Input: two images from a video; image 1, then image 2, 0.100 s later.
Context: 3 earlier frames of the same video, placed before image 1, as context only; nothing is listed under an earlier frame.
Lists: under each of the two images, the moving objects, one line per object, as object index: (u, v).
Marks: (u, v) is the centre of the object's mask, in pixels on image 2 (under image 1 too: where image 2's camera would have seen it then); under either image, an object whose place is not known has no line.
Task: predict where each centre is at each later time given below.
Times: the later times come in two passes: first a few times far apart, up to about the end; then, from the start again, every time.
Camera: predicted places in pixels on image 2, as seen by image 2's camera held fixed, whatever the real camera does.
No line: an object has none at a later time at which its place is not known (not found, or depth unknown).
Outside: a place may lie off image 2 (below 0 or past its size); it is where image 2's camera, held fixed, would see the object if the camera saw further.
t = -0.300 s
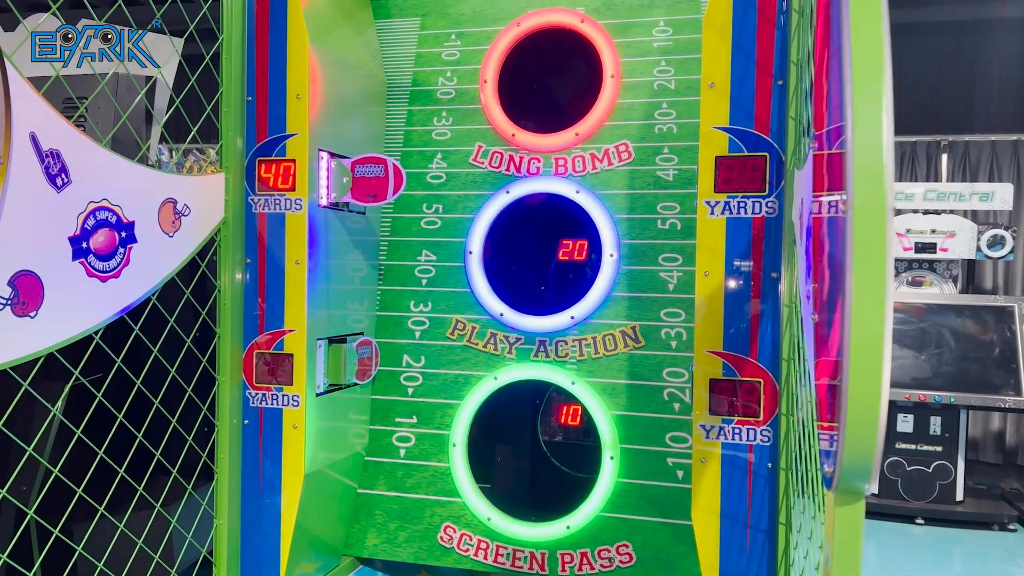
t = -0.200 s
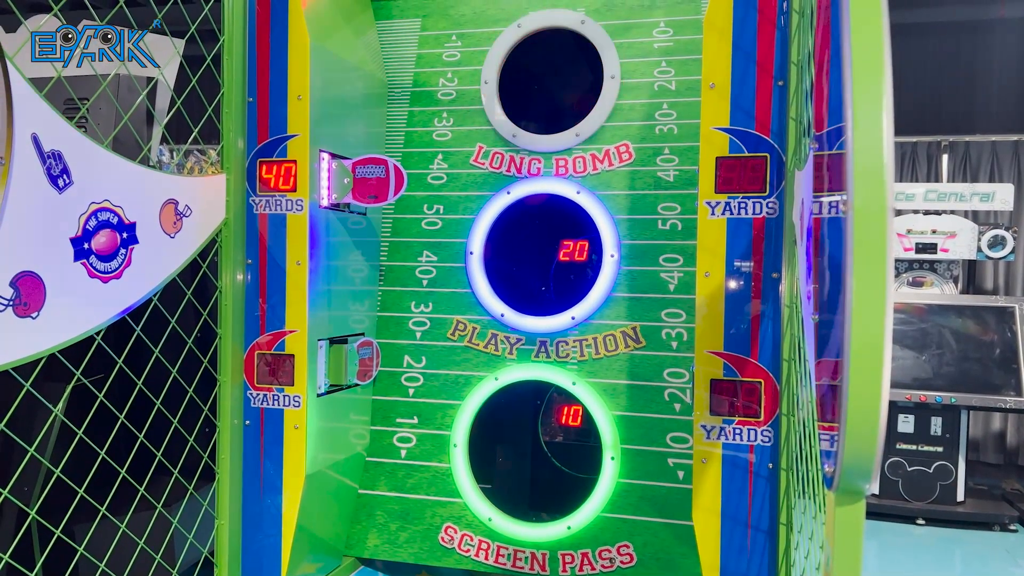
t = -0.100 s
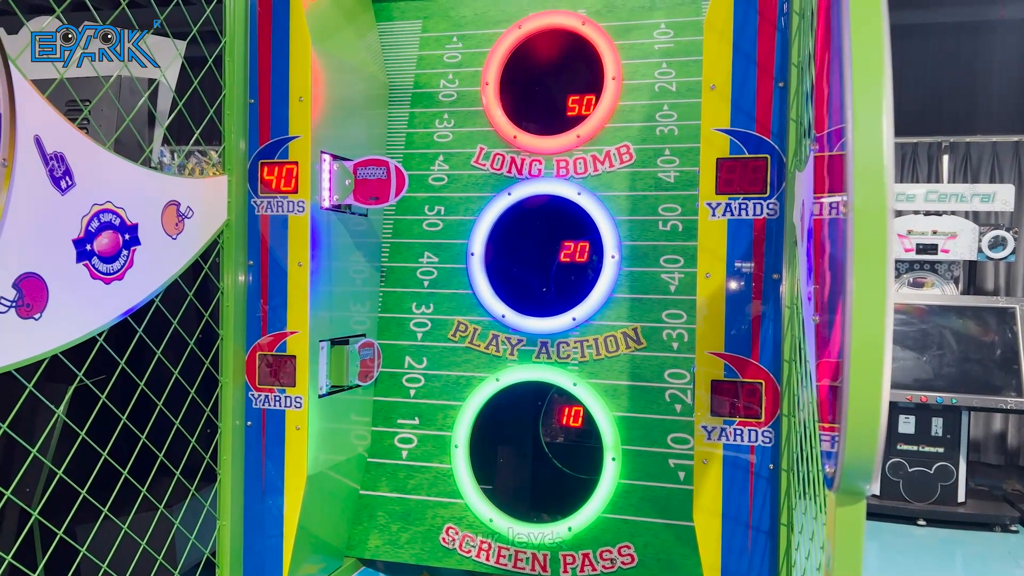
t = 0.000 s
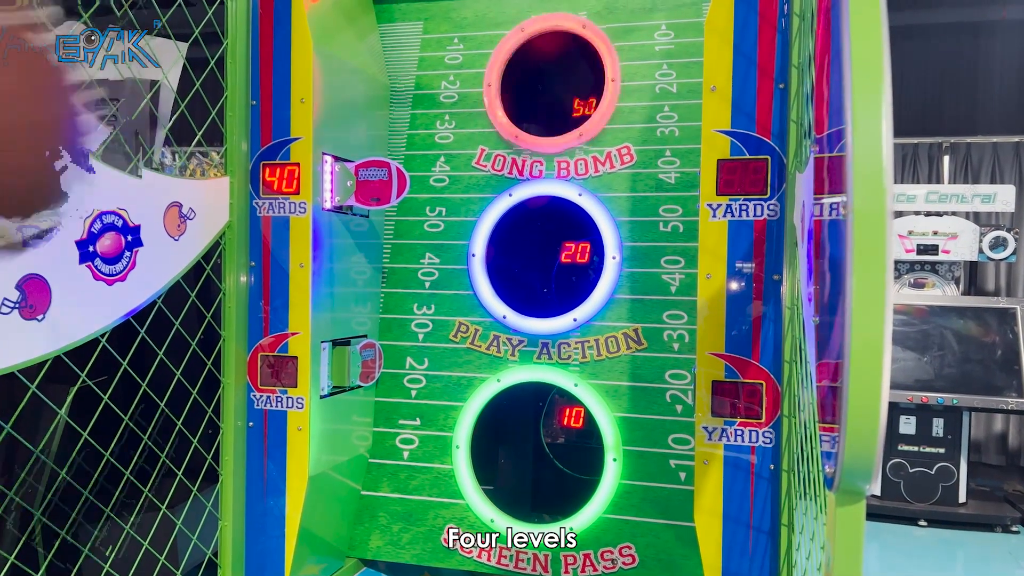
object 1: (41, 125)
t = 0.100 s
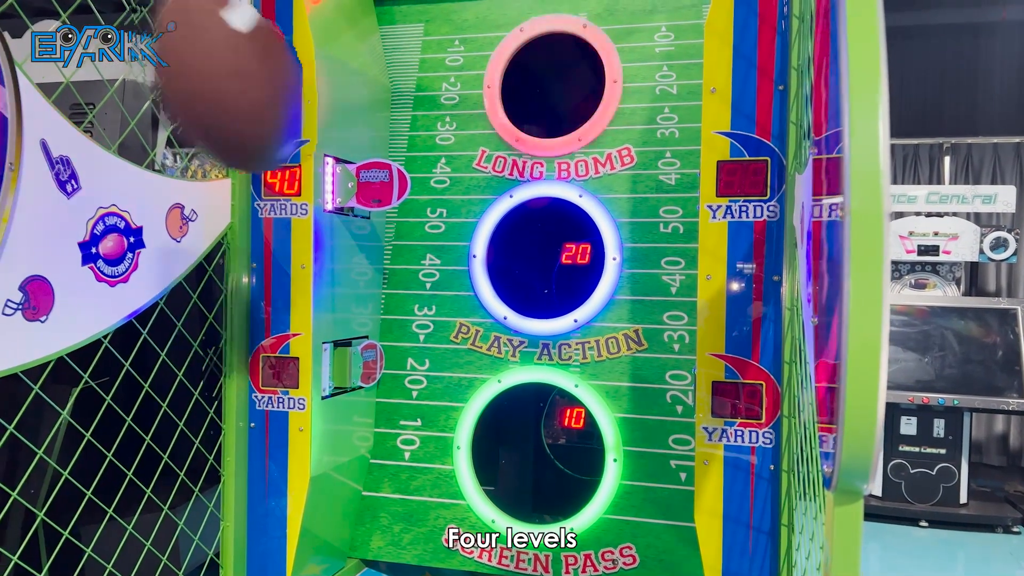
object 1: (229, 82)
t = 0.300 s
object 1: (402, 172)
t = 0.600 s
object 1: (536, 280)
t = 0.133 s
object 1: (271, 90)
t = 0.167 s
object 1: (309, 113)
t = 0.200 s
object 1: (340, 138)
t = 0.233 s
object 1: (365, 156)
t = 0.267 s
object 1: (380, 164)
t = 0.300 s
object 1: (402, 172)
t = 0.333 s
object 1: (422, 173)
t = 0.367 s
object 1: (442, 181)
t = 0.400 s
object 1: (461, 192)
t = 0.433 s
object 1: (476, 198)
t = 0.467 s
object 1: (489, 204)
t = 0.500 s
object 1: (502, 215)
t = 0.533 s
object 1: (514, 230)
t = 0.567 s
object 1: (523, 253)
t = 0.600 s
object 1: (536, 280)
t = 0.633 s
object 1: (551, 314)
